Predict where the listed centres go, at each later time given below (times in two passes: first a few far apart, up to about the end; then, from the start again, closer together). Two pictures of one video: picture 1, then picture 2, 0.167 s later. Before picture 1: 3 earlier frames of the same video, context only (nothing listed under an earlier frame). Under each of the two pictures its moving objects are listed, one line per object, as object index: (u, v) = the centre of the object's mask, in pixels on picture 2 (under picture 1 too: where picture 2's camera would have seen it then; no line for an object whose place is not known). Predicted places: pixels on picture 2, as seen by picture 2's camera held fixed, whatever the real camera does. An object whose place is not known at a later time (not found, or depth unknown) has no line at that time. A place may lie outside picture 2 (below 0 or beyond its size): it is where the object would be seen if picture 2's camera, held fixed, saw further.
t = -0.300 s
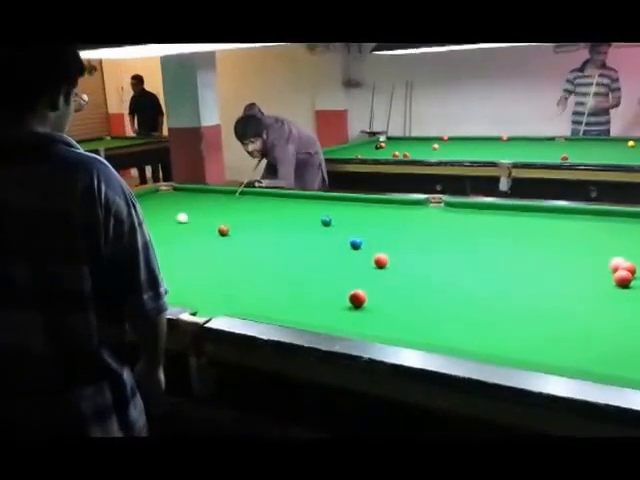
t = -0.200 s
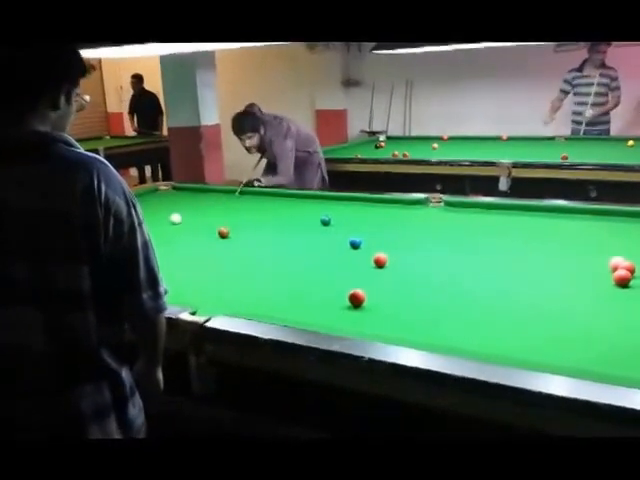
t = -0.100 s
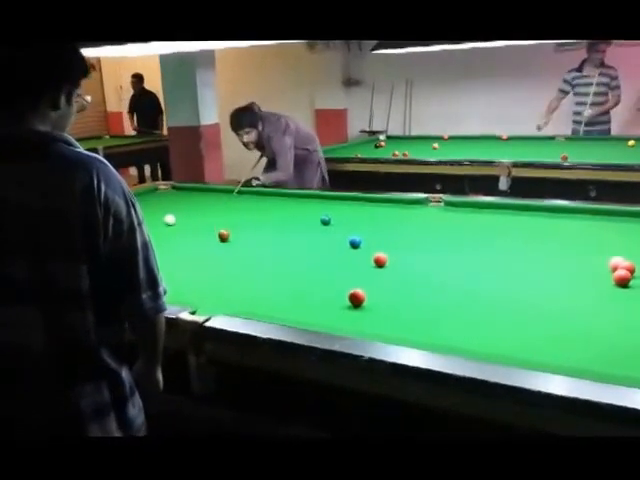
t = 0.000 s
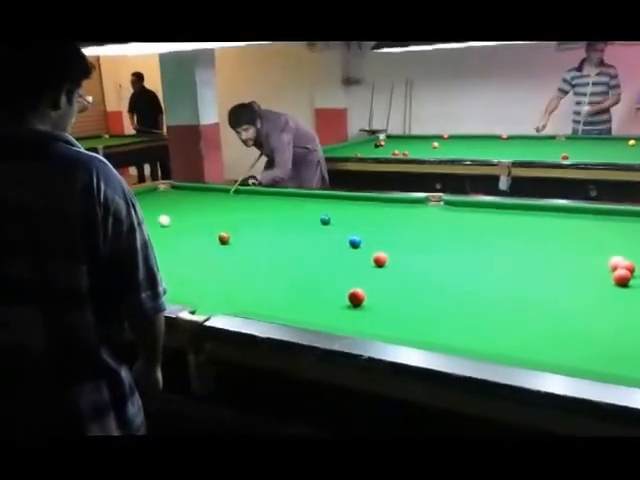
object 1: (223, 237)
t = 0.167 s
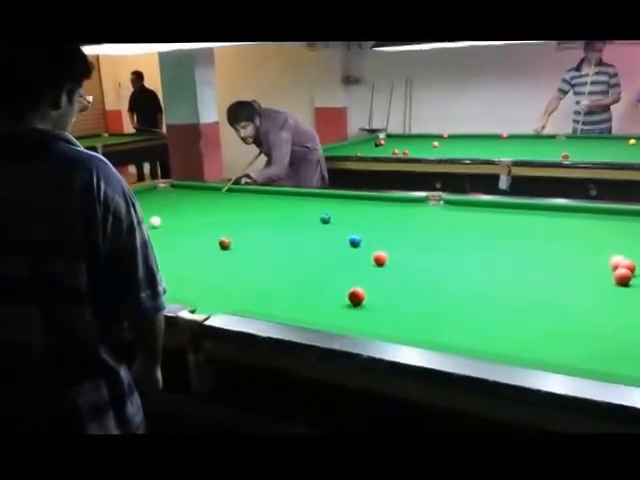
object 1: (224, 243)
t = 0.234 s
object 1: (225, 247)
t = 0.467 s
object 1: (225, 255)
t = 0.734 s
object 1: (226, 266)
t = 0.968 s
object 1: (226, 273)
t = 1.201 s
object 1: (227, 282)
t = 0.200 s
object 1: (224, 244)
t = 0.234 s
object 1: (225, 247)
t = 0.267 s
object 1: (225, 248)
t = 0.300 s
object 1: (225, 248)
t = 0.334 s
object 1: (225, 250)
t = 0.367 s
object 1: (225, 250)
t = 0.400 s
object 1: (225, 251)
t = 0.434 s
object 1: (225, 254)
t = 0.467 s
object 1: (225, 255)
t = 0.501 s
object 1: (226, 255)
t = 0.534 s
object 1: (226, 258)
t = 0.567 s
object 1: (226, 258)
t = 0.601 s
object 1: (226, 259)
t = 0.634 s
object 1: (226, 262)
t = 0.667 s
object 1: (226, 263)
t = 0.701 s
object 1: (226, 263)
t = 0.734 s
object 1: (226, 266)
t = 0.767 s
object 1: (226, 266)
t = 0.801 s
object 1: (226, 267)
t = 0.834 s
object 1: (226, 269)
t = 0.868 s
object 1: (226, 271)
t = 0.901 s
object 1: (226, 271)
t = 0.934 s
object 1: (226, 273)
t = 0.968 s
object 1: (226, 273)
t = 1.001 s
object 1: (226, 275)
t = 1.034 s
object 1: (227, 277)
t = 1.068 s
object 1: (227, 278)
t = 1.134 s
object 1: (227, 281)
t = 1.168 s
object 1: (227, 281)
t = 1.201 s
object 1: (227, 282)
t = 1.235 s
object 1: (227, 286)
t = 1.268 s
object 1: (227, 287)
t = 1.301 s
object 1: (227, 288)
